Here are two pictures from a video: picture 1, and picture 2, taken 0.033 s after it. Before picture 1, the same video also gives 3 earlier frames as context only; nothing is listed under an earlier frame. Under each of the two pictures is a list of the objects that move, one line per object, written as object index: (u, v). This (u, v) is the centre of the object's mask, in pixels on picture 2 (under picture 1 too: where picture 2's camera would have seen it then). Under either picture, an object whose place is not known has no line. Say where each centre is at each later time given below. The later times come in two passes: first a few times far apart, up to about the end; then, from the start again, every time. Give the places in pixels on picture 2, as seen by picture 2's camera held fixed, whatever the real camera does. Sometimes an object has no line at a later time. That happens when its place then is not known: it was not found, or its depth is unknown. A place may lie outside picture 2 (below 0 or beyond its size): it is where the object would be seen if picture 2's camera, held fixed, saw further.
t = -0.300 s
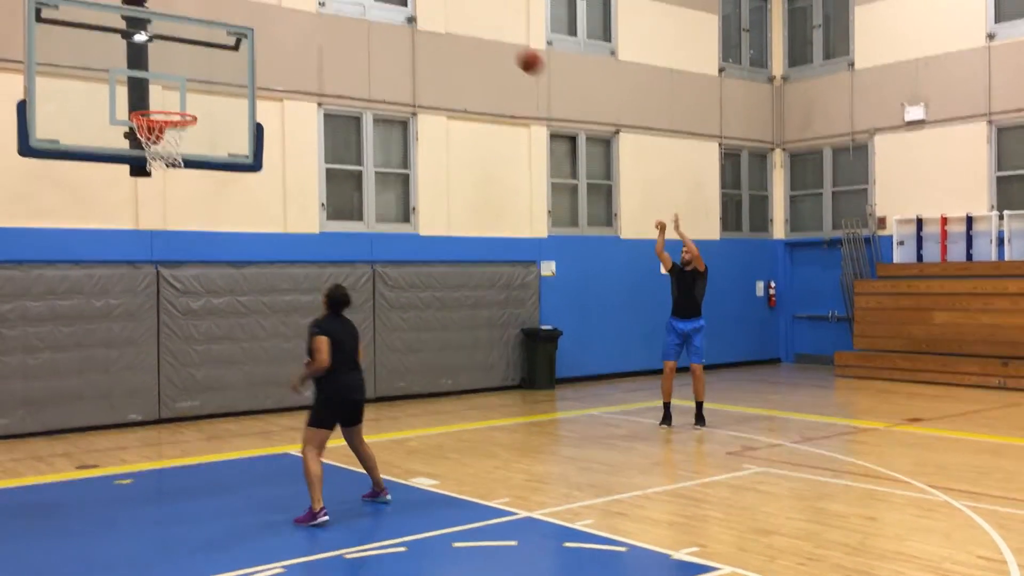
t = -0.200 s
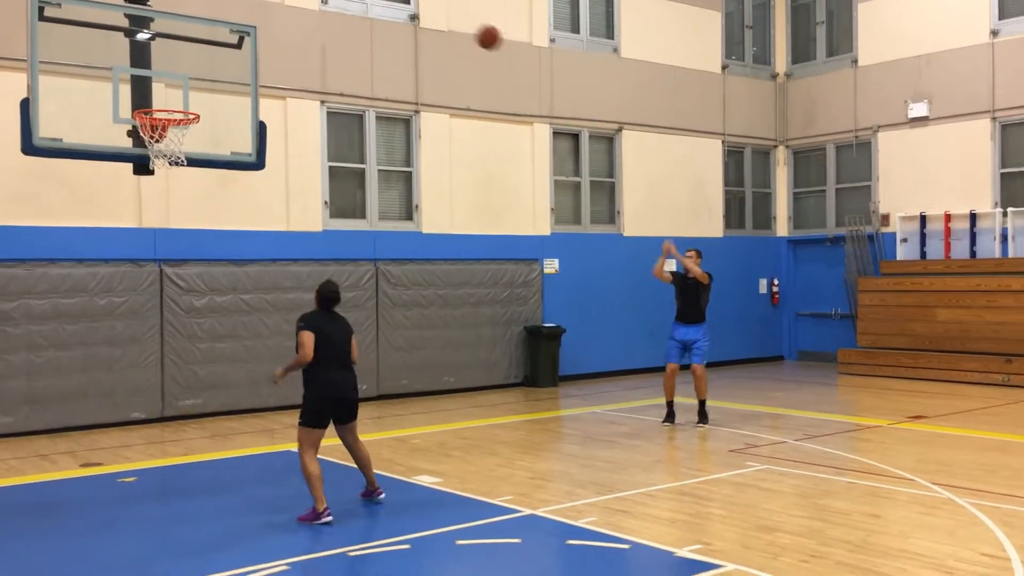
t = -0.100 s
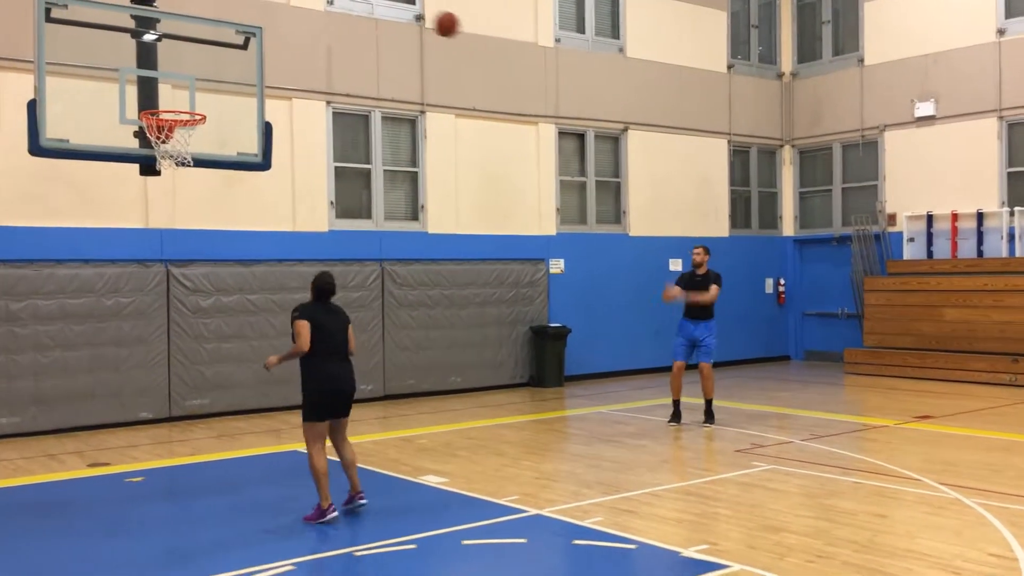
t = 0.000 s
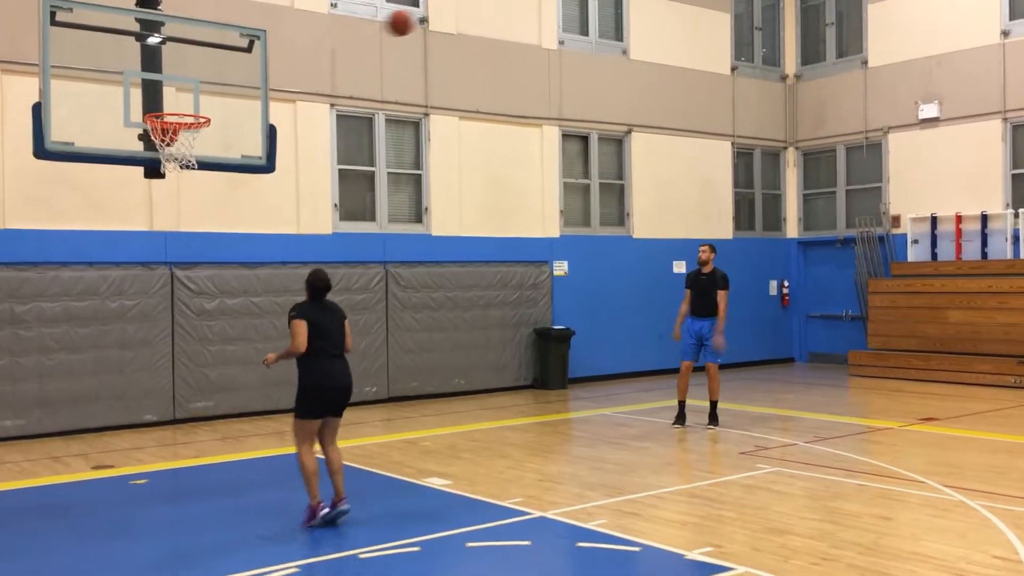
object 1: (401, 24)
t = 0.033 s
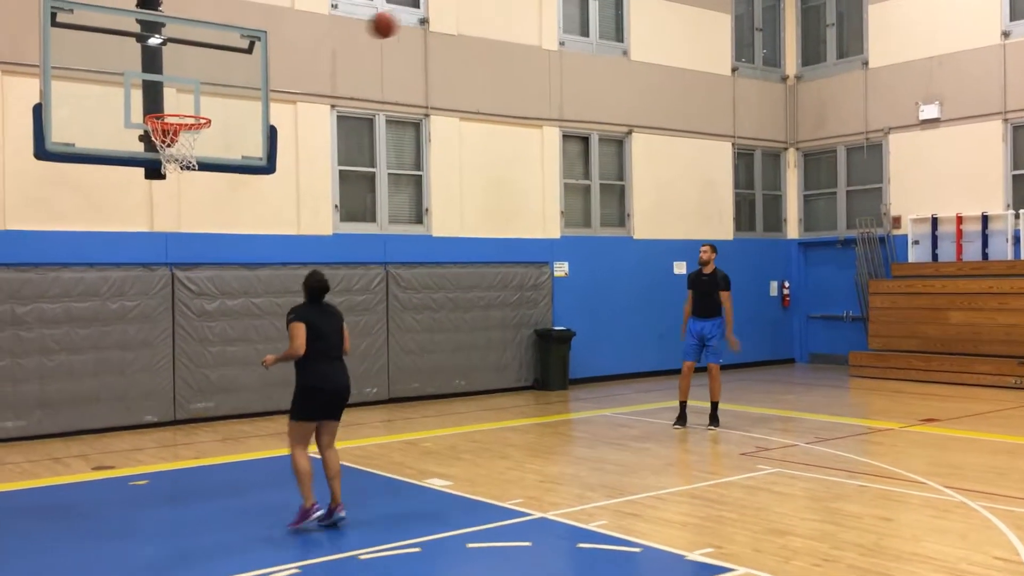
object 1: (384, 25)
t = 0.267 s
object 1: (250, 70)
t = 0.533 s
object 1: (154, 145)
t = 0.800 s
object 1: (166, 218)
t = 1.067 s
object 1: (179, 382)
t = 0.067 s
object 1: (365, 27)
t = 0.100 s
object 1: (347, 30)
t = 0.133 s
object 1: (328, 35)
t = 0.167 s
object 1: (309, 42)
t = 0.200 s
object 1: (290, 49)
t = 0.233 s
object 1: (271, 59)
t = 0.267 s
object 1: (250, 70)
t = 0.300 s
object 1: (228, 83)
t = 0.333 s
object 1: (208, 96)
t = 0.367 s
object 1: (185, 107)
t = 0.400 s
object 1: (165, 132)
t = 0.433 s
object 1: (154, 138)
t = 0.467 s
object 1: (153, 141)
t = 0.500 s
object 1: (155, 142)
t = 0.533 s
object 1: (154, 145)
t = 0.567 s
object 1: (153, 149)
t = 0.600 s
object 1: (155, 155)
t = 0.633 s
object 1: (157, 160)
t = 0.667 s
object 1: (160, 169)
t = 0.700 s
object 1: (161, 179)
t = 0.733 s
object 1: (163, 191)
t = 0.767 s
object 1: (165, 203)
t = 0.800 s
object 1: (166, 218)
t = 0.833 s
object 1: (168, 233)
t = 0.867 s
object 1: (169, 252)
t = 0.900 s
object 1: (171, 270)
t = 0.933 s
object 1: (172, 288)
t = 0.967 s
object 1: (175, 308)
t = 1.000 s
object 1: (176, 330)
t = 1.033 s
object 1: (177, 357)
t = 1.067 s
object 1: (179, 382)
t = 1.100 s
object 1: (180, 408)
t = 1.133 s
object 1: (182, 435)
